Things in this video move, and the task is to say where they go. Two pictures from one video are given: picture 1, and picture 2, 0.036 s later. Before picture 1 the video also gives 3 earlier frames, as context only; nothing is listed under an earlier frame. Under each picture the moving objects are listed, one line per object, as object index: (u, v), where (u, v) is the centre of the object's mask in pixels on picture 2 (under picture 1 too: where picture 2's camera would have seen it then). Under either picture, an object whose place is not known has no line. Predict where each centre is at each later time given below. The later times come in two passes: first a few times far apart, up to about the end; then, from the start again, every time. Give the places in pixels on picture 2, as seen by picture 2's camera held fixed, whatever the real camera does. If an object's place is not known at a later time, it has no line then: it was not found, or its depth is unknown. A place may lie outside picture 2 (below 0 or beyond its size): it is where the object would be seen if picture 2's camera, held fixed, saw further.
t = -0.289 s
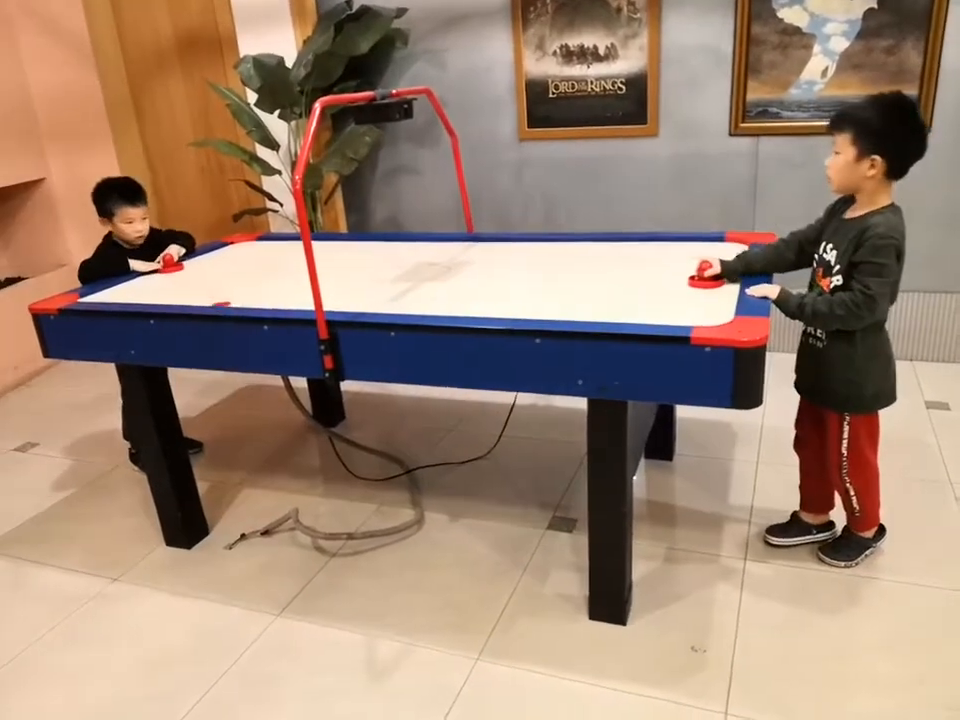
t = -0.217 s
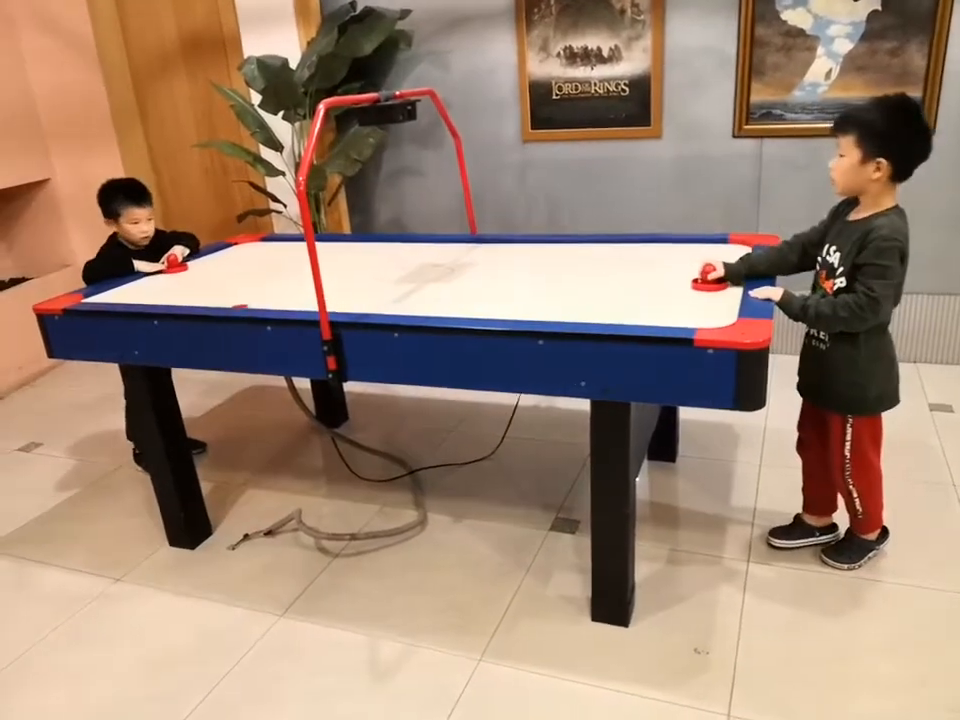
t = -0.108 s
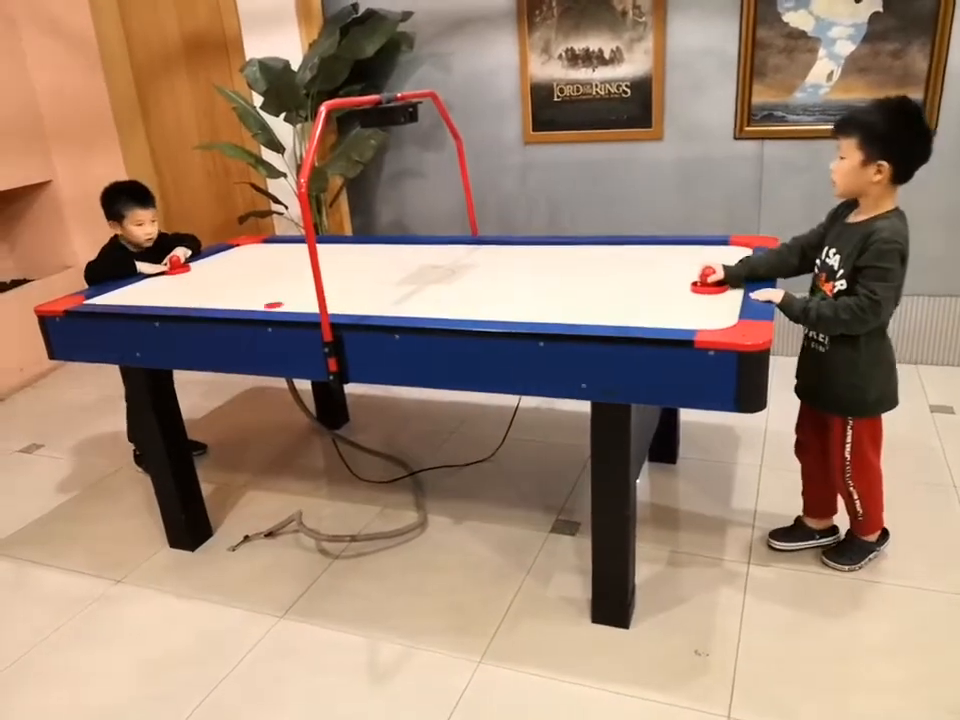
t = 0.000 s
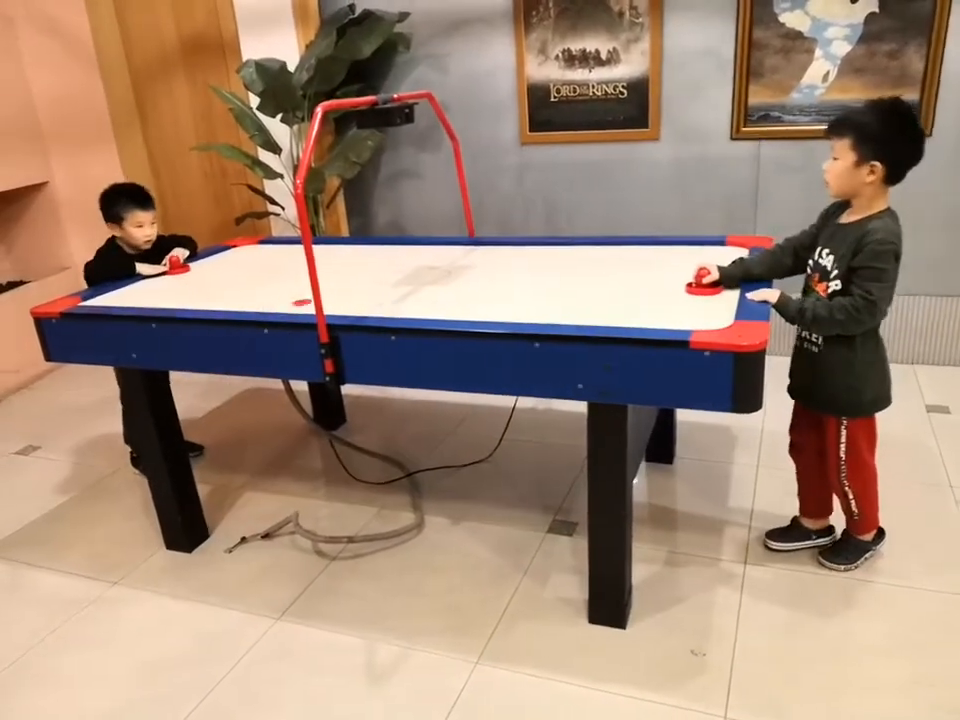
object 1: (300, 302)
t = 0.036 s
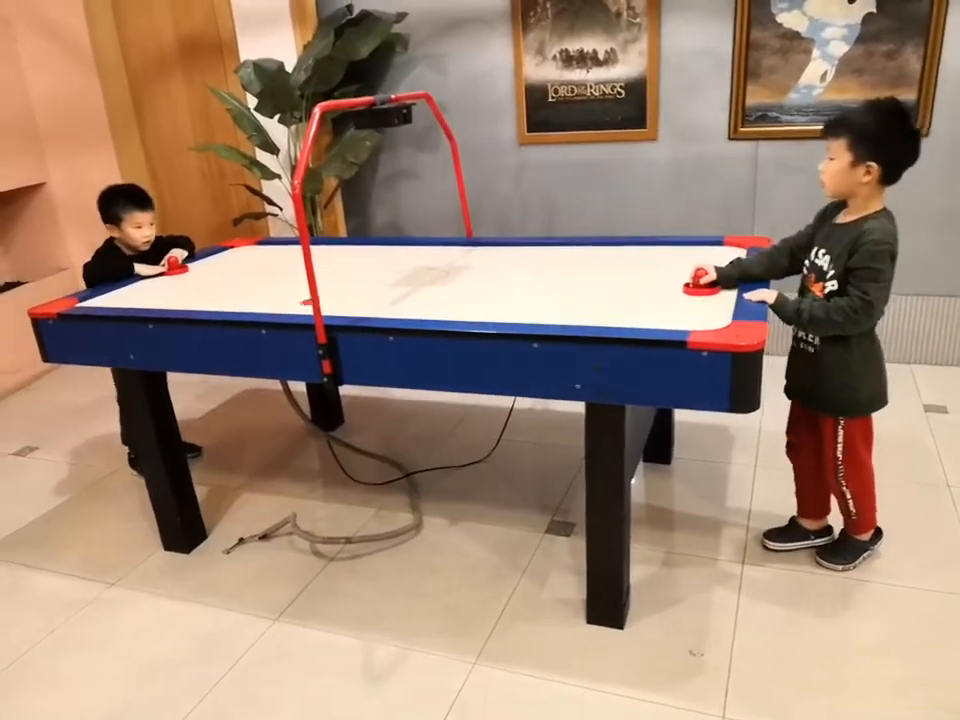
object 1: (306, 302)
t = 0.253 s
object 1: (372, 293)
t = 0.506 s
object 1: (439, 284)
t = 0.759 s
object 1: (504, 277)
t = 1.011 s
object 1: (567, 270)
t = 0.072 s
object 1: (325, 299)
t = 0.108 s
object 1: (332, 298)
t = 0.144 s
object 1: (342, 296)
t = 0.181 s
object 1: (352, 295)
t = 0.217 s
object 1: (364, 293)
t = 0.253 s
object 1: (372, 293)
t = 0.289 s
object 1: (381, 292)
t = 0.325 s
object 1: (392, 291)
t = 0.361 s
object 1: (401, 289)
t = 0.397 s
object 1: (410, 288)
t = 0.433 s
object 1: (419, 287)
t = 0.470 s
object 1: (429, 286)
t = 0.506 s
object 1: (439, 284)
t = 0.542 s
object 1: (448, 283)
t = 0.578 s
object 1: (457, 282)
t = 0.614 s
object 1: (467, 281)
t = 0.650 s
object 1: (476, 280)
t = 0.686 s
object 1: (485, 279)
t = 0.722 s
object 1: (494, 278)
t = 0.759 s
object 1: (504, 277)
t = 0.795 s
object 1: (512, 277)
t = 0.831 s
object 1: (521, 275)
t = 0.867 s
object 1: (531, 275)
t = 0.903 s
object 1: (540, 273)
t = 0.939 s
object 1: (549, 273)
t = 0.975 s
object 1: (558, 272)
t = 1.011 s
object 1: (567, 270)
